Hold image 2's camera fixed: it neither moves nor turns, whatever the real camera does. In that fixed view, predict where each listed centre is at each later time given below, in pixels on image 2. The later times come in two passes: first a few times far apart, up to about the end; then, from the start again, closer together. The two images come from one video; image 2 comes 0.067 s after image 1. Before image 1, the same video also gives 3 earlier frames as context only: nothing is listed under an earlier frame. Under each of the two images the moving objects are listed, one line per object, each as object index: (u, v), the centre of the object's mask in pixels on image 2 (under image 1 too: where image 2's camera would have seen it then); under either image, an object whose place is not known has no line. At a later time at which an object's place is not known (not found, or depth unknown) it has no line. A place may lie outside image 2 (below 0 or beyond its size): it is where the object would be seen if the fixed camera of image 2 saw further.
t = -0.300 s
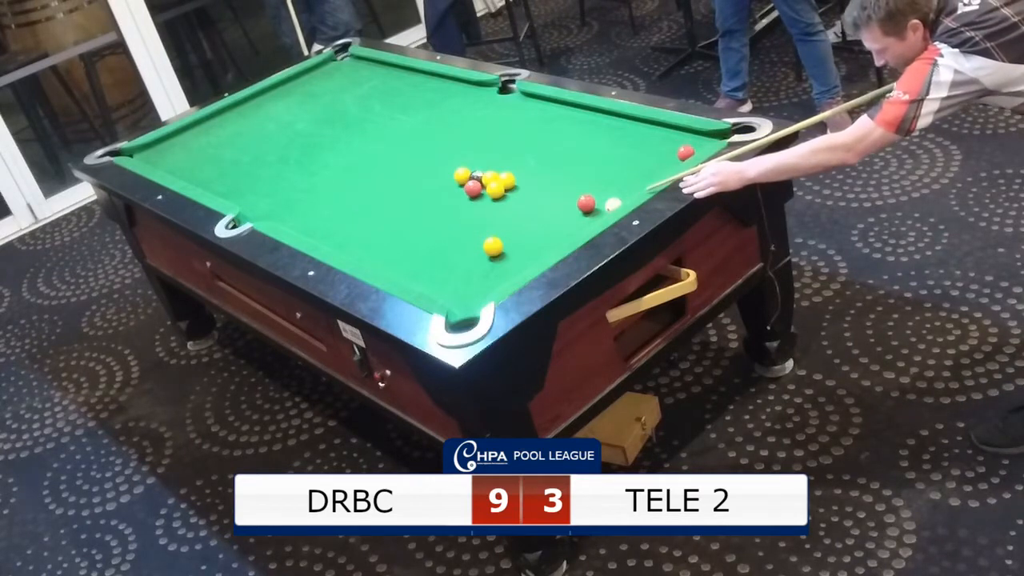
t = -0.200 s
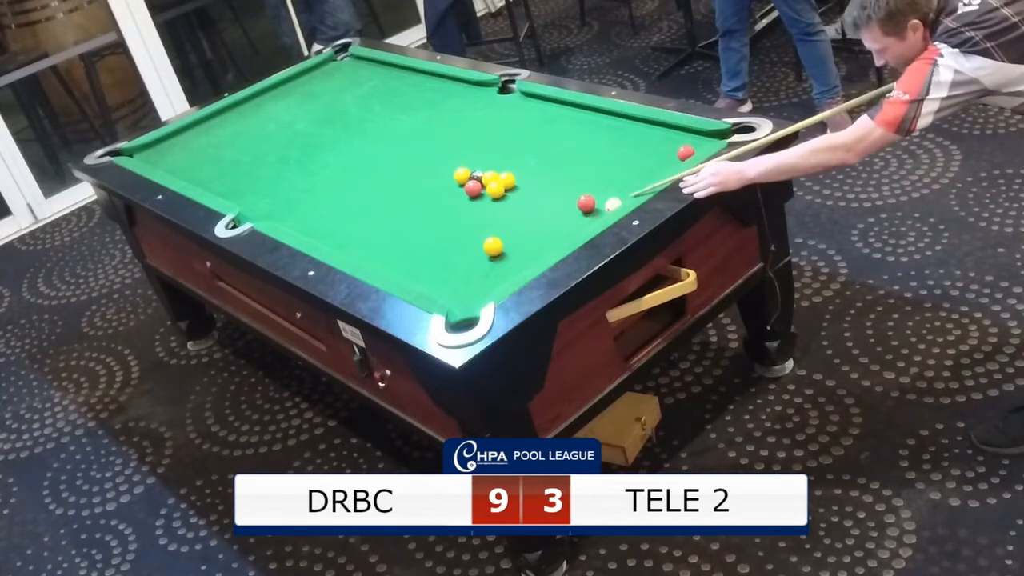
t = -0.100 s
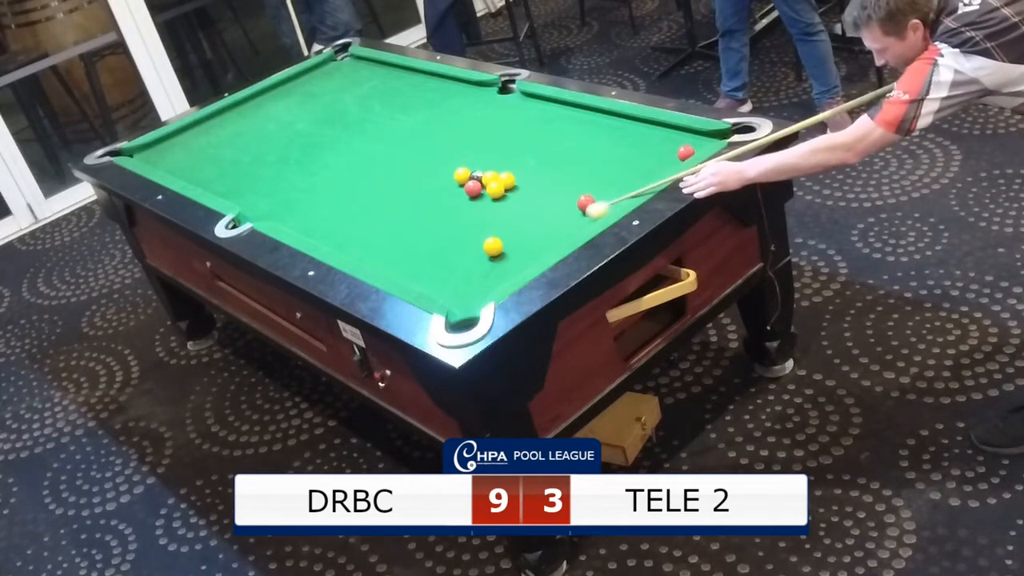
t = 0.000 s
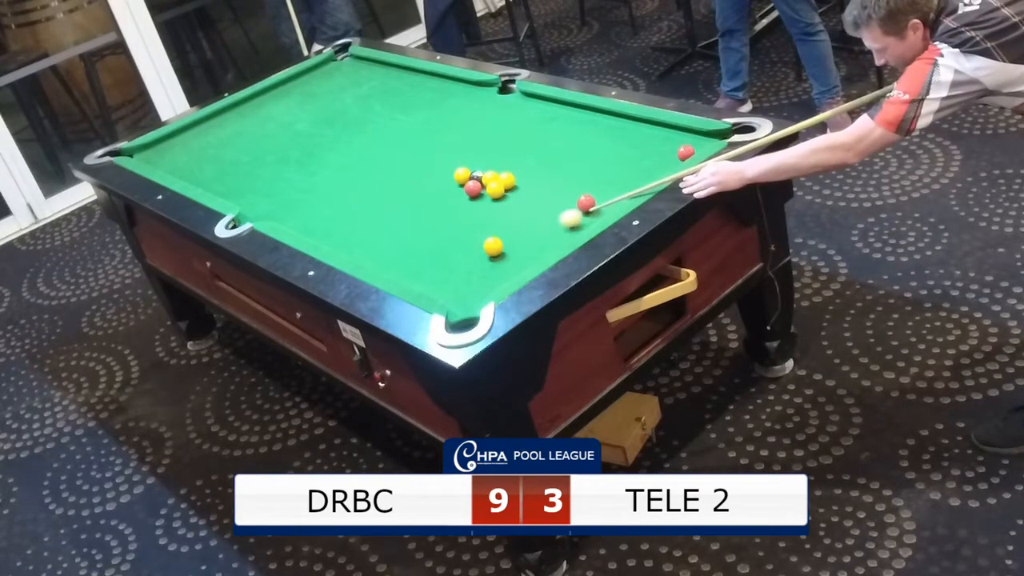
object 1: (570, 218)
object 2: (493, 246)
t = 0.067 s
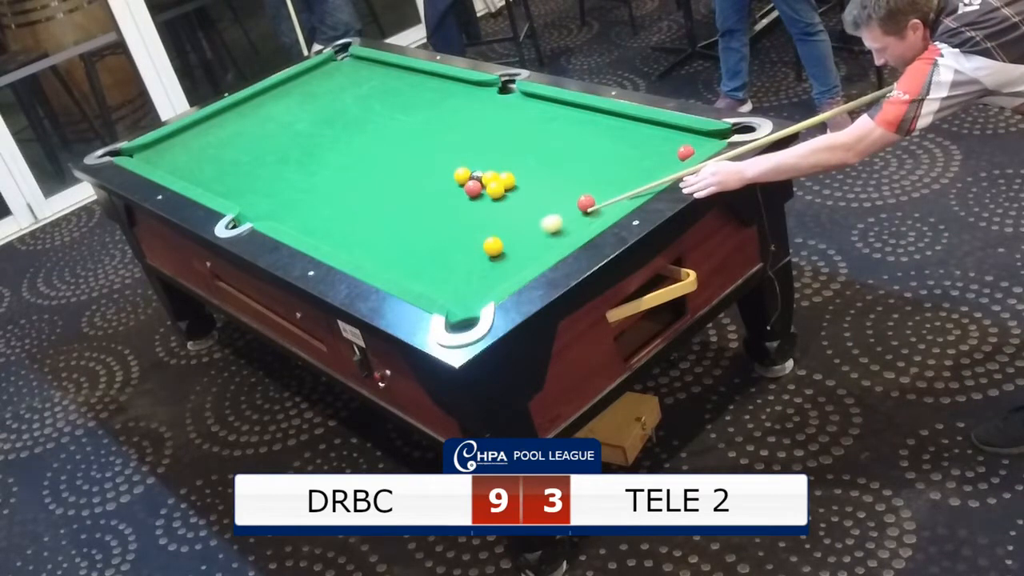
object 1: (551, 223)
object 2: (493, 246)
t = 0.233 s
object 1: (507, 236)
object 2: (493, 247)
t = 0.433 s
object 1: (472, 236)
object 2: (480, 258)
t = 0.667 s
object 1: (436, 236)
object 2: (465, 271)
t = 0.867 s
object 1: (407, 236)
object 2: (454, 281)
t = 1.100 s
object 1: (377, 236)
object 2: (442, 291)
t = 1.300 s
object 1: (350, 237)
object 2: (448, 290)
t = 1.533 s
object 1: (329, 237)
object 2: (456, 286)
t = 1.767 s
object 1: (312, 234)
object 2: (461, 284)
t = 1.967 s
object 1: (309, 229)
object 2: (464, 282)
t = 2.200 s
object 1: (306, 225)
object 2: (467, 282)
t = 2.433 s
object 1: (304, 221)
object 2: (467, 282)
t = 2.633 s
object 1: (302, 218)
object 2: (467, 282)
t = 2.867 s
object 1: (301, 217)
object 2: (467, 282)
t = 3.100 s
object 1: (300, 216)
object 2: (467, 282)
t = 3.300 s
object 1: (300, 215)
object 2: (467, 282)
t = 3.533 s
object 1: (300, 215)
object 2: (467, 282)
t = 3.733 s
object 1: (300, 215)
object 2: (467, 282)
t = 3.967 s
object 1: (300, 215)
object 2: (467, 282)
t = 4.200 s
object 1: (300, 215)
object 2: (467, 282)
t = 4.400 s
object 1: (300, 215)
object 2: (467, 282)
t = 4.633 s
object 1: (300, 215)
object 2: (467, 282)
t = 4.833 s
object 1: (300, 215)
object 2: (467, 282)
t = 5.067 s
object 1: (300, 215)
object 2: (467, 282)
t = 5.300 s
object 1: (300, 215)
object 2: (467, 282)
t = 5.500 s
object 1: (300, 215)
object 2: (467, 282)
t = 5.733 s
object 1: (300, 215)
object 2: (467, 282)
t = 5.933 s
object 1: (300, 215)
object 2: (467, 282)
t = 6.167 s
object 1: (300, 215)
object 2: (467, 282)
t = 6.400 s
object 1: (300, 215)
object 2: (467, 282)
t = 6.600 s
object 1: (300, 215)
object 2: (467, 282)
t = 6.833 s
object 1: (300, 215)
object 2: (467, 282)
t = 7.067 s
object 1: (300, 215)
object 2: (467, 282)
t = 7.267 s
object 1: (300, 215)
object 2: (467, 282)
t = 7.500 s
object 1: (300, 215)
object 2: (467, 282)
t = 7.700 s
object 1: (300, 215)
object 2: (467, 282)
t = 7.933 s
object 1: (300, 215)
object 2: (467, 282)
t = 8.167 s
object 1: (300, 215)
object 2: (467, 282)
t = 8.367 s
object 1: (300, 215)
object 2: (467, 282)
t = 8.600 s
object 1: (300, 215)
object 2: (467, 282)
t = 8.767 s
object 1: (300, 215)
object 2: (467, 282)
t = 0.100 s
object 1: (542, 226)
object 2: (493, 246)
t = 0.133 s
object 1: (533, 229)
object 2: (493, 246)
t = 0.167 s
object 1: (524, 231)
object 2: (493, 246)
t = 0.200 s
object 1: (515, 234)
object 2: (493, 246)
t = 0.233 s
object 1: (507, 236)
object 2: (493, 247)
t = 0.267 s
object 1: (500, 236)
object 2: (491, 248)
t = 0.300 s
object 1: (495, 235)
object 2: (488, 251)
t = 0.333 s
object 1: (489, 235)
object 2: (487, 252)
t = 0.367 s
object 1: (483, 235)
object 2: (484, 254)
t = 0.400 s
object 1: (477, 236)
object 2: (482, 256)
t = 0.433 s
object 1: (472, 236)
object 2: (480, 258)
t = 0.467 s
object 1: (467, 236)
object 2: (478, 260)
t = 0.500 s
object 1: (461, 236)
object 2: (476, 262)
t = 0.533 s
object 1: (456, 236)
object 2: (473, 263)
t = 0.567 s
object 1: (451, 236)
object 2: (471, 266)
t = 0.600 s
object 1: (446, 236)
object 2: (469, 267)
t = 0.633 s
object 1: (441, 236)
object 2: (467, 269)
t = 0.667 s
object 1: (436, 236)
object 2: (465, 271)
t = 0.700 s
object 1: (431, 236)
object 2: (463, 273)
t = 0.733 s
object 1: (426, 236)
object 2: (462, 274)
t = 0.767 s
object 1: (421, 236)
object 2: (460, 276)
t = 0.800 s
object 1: (417, 236)
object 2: (458, 278)
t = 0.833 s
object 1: (412, 236)
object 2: (456, 279)
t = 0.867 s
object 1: (407, 236)
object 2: (454, 281)
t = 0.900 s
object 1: (403, 236)
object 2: (452, 283)
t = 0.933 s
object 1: (398, 236)
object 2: (450, 284)
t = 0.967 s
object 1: (394, 236)
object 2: (448, 286)
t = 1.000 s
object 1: (390, 236)
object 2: (446, 287)
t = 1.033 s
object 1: (385, 236)
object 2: (445, 289)
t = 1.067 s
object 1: (381, 236)
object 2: (443, 290)
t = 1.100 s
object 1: (377, 236)
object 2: (442, 291)
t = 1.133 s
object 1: (373, 236)
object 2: (441, 292)
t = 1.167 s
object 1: (369, 237)
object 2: (442, 292)
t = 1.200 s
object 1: (365, 237)
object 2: (443, 292)
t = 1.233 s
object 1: (357, 237)
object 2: (446, 291)
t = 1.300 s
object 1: (350, 237)
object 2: (448, 290)
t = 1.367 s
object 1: (343, 237)
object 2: (451, 289)
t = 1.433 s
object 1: (335, 237)
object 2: (453, 287)
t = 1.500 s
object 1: (332, 237)
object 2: (454, 287)
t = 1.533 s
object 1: (329, 237)
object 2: (456, 286)
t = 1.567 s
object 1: (326, 237)
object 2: (456, 286)
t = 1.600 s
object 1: (322, 236)
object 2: (457, 285)
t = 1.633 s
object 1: (319, 236)
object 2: (458, 285)
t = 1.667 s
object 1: (316, 236)
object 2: (459, 284)
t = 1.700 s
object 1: (313, 235)
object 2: (459, 284)
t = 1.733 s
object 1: (313, 235)
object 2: (460, 284)
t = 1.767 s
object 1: (312, 234)
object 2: (461, 284)
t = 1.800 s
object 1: (311, 233)
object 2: (462, 283)
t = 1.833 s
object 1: (311, 232)
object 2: (462, 283)
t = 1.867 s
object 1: (311, 232)
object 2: (463, 283)
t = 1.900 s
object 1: (310, 231)
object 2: (463, 283)
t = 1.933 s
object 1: (310, 230)
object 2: (464, 283)
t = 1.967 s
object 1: (309, 229)
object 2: (464, 282)
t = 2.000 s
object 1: (309, 229)
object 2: (465, 282)
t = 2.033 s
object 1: (309, 228)
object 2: (465, 282)
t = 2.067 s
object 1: (308, 227)
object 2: (465, 282)
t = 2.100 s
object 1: (308, 227)
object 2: (466, 282)
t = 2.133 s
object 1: (307, 226)
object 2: (466, 282)
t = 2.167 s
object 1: (306, 226)
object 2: (466, 282)
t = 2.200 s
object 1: (306, 225)
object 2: (467, 282)
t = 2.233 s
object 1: (306, 224)
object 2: (467, 282)
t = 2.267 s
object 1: (305, 224)
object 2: (467, 282)
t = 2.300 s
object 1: (305, 223)
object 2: (467, 282)
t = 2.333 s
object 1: (305, 222)
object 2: (467, 282)
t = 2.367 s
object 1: (304, 222)
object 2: (467, 282)
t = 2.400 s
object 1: (304, 221)
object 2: (467, 282)
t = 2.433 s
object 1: (304, 221)
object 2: (467, 282)
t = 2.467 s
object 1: (303, 220)
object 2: (467, 282)
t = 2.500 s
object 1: (303, 220)
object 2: (467, 282)
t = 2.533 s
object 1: (303, 219)
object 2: (467, 282)
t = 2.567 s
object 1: (303, 219)
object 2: (467, 282)
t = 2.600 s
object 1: (302, 218)
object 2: (467, 282)
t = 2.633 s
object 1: (302, 218)
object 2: (467, 282)
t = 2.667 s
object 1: (302, 218)
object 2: (467, 282)
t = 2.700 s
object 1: (302, 218)
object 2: (467, 282)
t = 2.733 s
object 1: (301, 217)
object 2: (467, 282)
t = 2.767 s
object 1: (301, 217)
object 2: (467, 282)
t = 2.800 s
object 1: (301, 217)
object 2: (467, 282)
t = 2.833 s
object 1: (301, 217)
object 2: (467, 282)
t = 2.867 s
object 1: (301, 217)
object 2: (467, 282)
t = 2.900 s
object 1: (300, 216)
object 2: (467, 282)
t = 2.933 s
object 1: (300, 216)
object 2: (467, 282)
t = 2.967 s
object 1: (300, 216)
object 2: (467, 282)
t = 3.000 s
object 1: (300, 216)
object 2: (467, 282)
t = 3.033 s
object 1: (300, 216)
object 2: (467, 282)
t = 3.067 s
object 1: (300, 216)
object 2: (467, 282)
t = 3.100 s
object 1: (300, 216)
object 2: (467, 282)
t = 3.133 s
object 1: (300, 216)
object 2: (467, 282)
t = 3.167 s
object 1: (300, 215)
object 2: (467, 282)
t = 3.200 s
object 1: (300, 215)
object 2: (467, 282)
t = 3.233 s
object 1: (300, 215)
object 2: (467, 282)
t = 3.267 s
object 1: (300, 215)
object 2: (467, 282)
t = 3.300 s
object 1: (300, 215)
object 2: (467, 282)
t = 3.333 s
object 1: (300, 215)
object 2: (467, 282)
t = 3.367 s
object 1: (300, 215)
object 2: (467, 282)
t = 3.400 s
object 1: (300, 215)
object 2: (467, 282)
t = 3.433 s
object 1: (300, 215)
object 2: (467, 282)
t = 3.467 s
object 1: (300, 215)
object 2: (467, 282)
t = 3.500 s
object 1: (300, 215)
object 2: (467, 282)
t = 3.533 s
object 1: (300, 215)
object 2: (467, 282)
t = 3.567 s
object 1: (300, 215)
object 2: (467, 282)
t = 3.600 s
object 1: (300, 215)
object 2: (467, 282)
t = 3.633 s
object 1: (300, 215)
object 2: (467, 282)
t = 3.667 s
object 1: (300, 215)
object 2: (467, 282)
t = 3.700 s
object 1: (300, 215)
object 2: (467, 282)
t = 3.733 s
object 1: (300, 215)
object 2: (467, 282)
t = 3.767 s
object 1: (300, 215)
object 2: (467, 282)
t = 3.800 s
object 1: (300, 215)
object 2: (467, 282)
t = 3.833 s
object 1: (300, 215)
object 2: (467, 282)
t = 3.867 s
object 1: (300, 215)
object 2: (467, 282)
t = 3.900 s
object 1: (300, 215)
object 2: (467, 282)
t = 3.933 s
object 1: (300, 215)
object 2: (467, 282)
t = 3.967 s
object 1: (300, 215)
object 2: (467, 282)
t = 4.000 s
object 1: (300, 215)
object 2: (467, 282)
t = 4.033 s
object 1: (300, 215)
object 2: (467, 282)
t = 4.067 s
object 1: (300, 215)
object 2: (467, 282)
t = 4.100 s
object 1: (300, 215)
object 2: (467, 282)
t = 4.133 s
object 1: (300, 215)
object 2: (467, 282)
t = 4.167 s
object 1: (300, 215)
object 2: (467, 282)
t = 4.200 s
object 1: (300, 215)
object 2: (467, 282)
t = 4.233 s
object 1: (300, 215)
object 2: (467, 282)
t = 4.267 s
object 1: (300, 215)
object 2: (467, 282)
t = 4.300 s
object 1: (300, 215)
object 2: (467, 282)
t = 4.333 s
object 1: (300, 215)
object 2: (467, 282)
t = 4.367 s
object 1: (300, 215)
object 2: (467, 282)
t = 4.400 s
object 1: (300, 215)
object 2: (467, 282)
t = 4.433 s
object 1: (300, 215)
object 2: (467, 282)
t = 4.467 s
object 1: (300, 215)
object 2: (467, 282)
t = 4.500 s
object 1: (300, 215)
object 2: (467, 282)
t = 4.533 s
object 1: (300, 215)
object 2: (467, 282)
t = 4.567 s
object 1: (300, 215)
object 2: (467, 282)
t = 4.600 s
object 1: (300, 215)
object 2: (467, 282)
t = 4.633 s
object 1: (300, 215)
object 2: (467, 282)
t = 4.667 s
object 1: (300, 215)
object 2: (467, 282)
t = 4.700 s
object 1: (300, 215)
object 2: (467, 282)
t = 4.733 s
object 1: (300, 215)
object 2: (467, 282)
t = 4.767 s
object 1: (300, 215)
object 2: (467, 282)
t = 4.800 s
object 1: (300, 215)
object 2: (467, 282)
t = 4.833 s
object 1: (300, 215)
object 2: (467, 282)
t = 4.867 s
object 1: (300, 215)
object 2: (467, 282)
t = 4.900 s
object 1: (300, 215)
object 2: (467, 282)
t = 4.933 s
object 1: (300, 215)
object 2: (467, 282)
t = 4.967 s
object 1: (300, 215)
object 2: (467, 282)
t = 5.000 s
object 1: (300, 215)
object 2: (467, 282)
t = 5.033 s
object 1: (300, 215)
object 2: (467, 282)
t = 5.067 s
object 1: (300, 215)
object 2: (467, 282)
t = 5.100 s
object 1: (300, 215)
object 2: (467, 282)
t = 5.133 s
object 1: (300, 215)
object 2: (467, 282)
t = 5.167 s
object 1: (300, 215)
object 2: (467, 282)
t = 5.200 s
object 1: (300, 215)
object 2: (467, 282)
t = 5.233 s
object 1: (300, 215)
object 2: (467, 282)
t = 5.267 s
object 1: (300, 215)
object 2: (467, 282)
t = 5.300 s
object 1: (300, 215)
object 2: (467, 282)
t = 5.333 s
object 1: (300, 215)
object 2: (467, 282)
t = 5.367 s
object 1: (300, 215)
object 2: (467, 282)
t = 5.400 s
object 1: (300, 215)
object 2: (467, 282)
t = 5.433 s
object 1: (300, 215)
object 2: (467, 282)
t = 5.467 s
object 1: (300, 215)
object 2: (467, 282)
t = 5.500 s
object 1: (300, 215)
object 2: (467, 282)
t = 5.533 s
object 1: (300, 215)
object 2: (467, 282)
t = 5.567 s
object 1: (300, 215)
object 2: (467, 282)
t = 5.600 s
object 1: (300, 215)
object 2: (467, 282)
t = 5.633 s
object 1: (300, 215)
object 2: (467, 282)
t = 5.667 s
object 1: (300, 215)
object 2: (467, 282)
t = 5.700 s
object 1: (300, 215)
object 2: (467, 282)
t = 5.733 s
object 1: (300, 215)
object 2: (467, 282)
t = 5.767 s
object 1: (300, 215)
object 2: (467, 282)
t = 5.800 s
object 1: (300, 215)
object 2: (467, 282)
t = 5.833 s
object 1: (300, 215)
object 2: (467, 282)
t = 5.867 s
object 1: (300, 215)
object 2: (467, 282)
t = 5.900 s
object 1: (300, 215)
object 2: (467, 282)
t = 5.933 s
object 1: (300, 215)
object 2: (467, 282)
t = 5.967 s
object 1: (300, 215)
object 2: (467, 282)
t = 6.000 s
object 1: (300, 215)
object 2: (467, 282)
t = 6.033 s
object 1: (300, 215)
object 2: (467, 282)
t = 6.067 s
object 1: (300, 215)
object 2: (467, 282)
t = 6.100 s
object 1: (300, 215)
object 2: (467, 282)
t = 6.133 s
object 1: (300, 215)
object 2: (467, 282)
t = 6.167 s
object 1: (300, 215)
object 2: (467, 282)
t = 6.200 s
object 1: (300, 215)
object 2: (467, 282)
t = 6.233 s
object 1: (300, 215)
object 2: (467, 282)
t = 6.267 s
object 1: (300, 215)
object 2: (467, 282)
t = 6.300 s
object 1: (300, 215)
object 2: (467, 282)
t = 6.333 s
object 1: (300, 215)
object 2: (467, 282)
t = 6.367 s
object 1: (300, 215)
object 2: (467, 282)
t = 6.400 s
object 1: (300, 215)
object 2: (467, 282)
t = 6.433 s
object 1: (300, 215)
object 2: (467, 282)
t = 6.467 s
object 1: (300, 215)
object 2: (467, 282)
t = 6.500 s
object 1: (300, 215)
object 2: (467, 282)
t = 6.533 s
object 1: (300, 215)
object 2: (467, 282)
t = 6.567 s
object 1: (300, 215)
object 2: (467, 282)
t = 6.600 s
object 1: (300, 215)
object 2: (467, 282)
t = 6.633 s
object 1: (300, 215)
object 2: (467, 282)
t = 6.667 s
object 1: (300, 215)
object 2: (467, 282)
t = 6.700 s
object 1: (300, 215)
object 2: (467, 282)
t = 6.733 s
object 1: (300, 215)
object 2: (467, 282)
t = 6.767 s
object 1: (300, 215)
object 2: (467, 282)
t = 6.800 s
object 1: (300, 215)
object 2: (467, 282)
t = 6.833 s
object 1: (300, 215)
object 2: (467, 282)
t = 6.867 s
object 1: (300, 215)
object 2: (467, 282)
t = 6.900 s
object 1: (300, 215)
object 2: (467, 282)
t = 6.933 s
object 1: (300, 215)
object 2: (467, 282)
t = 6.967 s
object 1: (300, 215)
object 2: (467, 282)
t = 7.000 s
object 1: (300, 215)
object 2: (467, 282)
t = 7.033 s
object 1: (300, 215)
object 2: (467, 282)
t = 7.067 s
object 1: (300, 215)
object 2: (467, 282)
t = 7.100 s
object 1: (300, 215)
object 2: (467, 282)
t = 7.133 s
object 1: (300, 215)
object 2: (467, 282)
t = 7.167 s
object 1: (300, 215)
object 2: (467, 282)
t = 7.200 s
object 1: (300, 215)
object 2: (467, 282)
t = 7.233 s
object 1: (300, 215)
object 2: (467, 282)
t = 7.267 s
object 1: (300, 215)
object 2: (467, 282)
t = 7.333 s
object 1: (300, 215)
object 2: (467, 282)
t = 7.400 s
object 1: (300, 215)
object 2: (467, 282)
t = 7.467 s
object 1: (300, 215)
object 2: (467, 282)
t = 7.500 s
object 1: (300, 215)
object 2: (467, 282)
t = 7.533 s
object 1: (300, 215)
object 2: (467, 282)
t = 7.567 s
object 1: (300, 215)
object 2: (467, 282)
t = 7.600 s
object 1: (300, 215)
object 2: (467, 282)
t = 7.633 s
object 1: (300, 215)
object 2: (467, 282)
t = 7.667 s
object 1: (300, 215)
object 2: (467, 282)
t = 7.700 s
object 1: (300, 215)
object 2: (467, 282)
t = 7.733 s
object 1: (300, 215)
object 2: (467, 282)
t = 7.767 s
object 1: (300, 215)
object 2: (467, 282)
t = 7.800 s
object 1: (300, 215)
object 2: (467, 282)
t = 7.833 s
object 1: (300, 215)
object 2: (467, 282)
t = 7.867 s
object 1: (300, 215)
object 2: (467, 282)
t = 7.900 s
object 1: (300, 215)
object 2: (467, 282)
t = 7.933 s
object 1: (300, 215)
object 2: (467, 282)
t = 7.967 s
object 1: (300, 215)
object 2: (467, 282)
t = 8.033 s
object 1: (300, 215)
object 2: (467, 282)
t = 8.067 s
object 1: (300, 215)
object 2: (467, 282)
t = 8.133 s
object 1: (300, 215)
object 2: (467, 282)
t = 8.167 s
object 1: (300, 215)
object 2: (467, 282)
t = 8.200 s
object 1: (300, 215)
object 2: (467, 282)
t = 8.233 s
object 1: (300, 215)
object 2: (467, 282)
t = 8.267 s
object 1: (300, 215)
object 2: (467, 282)
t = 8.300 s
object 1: (300, 215)
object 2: (467, 282)
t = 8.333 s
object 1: (300, 215)
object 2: (467, 282)
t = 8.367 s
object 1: (300, 215)
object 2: (467, 282)
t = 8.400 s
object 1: (300, 215)
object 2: (467, 282)
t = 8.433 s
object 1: (300, 215)
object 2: (467, 282)
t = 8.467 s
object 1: (300, 215)
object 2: (467, 282)
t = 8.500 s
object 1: (300, 215)
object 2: (467, 282)
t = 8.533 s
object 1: (300, 215)
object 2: (467, 282)
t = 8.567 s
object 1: (300, 215)
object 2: (467, 282)
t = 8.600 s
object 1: (300, 215)
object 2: (467, 282)
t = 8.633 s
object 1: (300, 215)
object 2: (467, 282)
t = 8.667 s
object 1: (300, 215)
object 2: (467, 282)
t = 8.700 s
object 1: (300, 215)
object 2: (467, 282)
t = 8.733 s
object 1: (300, 215)
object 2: (467, 282)
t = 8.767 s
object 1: (300, 215)
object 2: (467, 282)
